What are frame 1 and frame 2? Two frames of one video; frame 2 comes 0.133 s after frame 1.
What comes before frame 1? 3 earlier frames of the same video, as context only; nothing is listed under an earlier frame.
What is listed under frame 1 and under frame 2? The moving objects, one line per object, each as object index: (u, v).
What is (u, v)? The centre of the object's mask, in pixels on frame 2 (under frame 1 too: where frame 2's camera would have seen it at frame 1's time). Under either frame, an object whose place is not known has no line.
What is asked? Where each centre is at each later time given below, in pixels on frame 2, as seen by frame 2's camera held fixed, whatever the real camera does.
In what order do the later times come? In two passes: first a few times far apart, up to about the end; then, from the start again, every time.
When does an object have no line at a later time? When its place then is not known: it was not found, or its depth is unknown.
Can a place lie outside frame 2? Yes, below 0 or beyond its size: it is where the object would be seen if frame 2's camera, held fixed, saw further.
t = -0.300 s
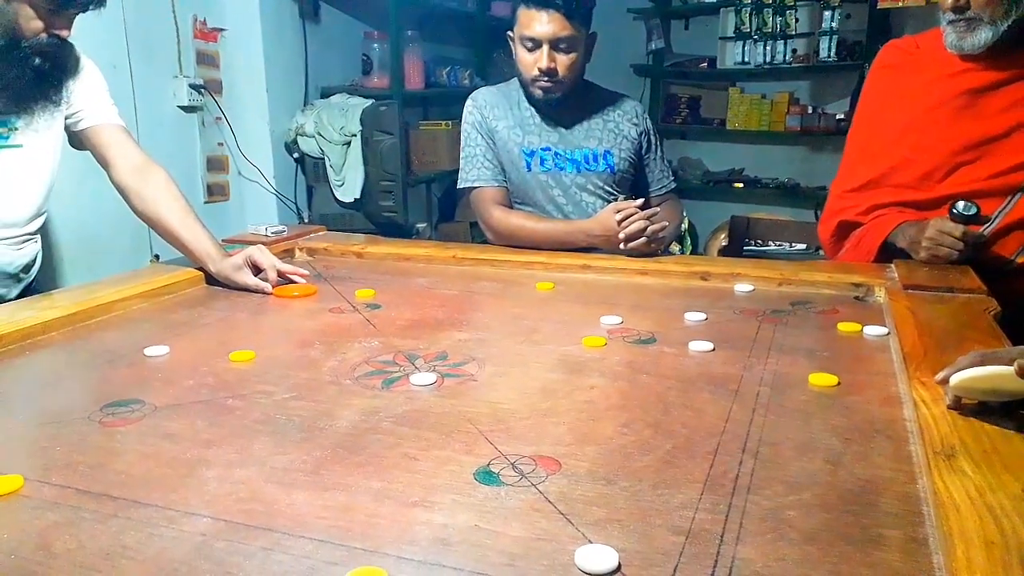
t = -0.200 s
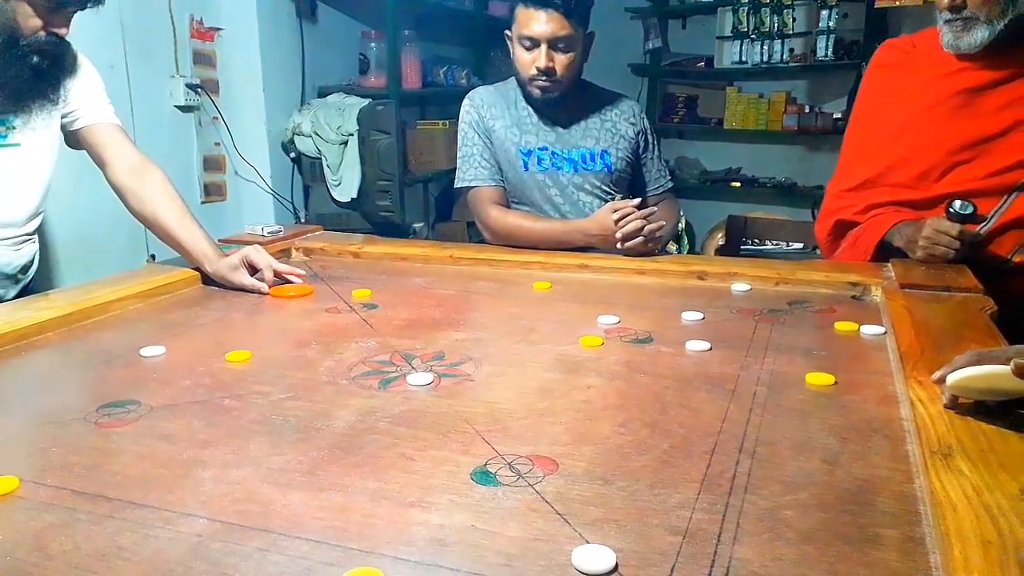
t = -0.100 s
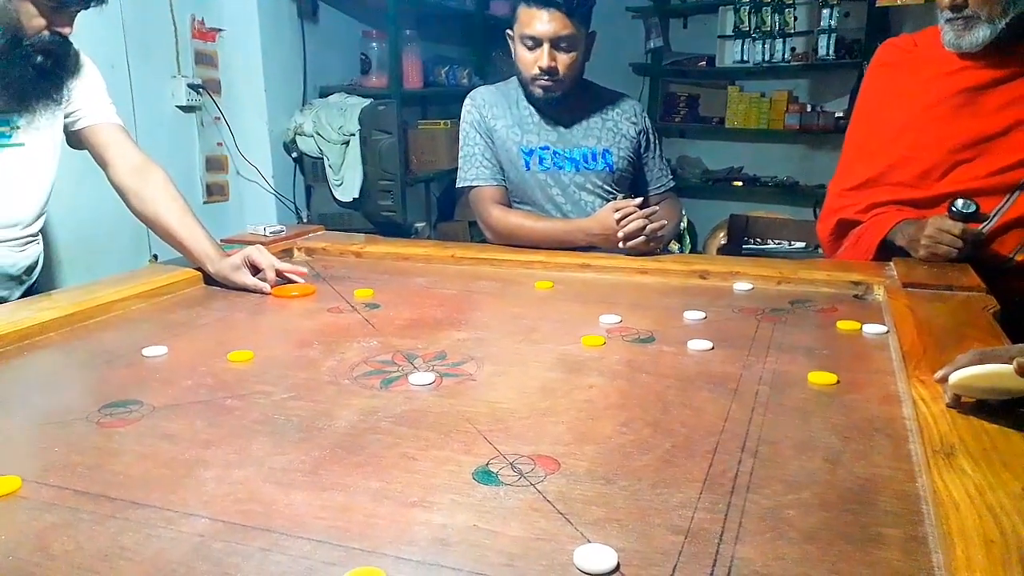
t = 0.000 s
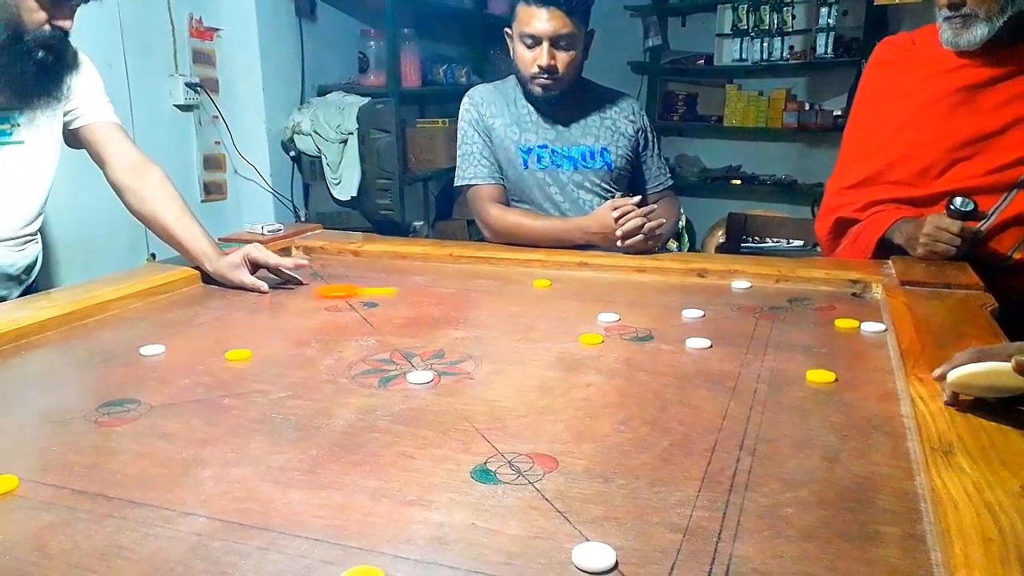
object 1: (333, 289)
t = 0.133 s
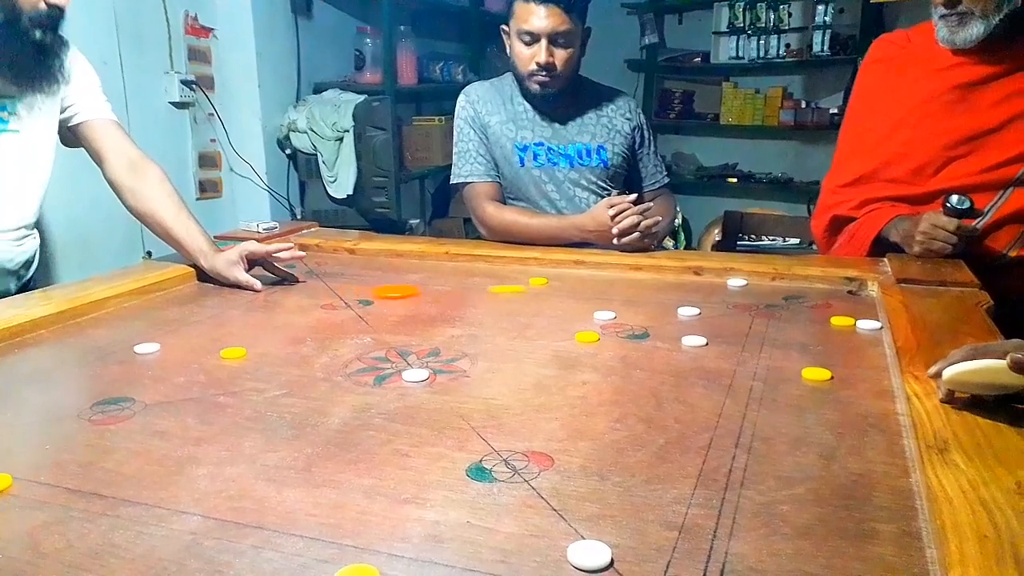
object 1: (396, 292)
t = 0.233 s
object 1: (440, 293)
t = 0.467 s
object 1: (542, 298)
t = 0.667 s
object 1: (628, 303)
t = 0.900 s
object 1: (716, 306)
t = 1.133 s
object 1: (790, 308)
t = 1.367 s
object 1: (852, 309)
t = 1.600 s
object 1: (807, 306)
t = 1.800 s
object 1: (775, 303)
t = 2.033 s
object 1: (746, 300)
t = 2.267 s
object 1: (727, 299)
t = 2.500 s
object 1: (720, 298)
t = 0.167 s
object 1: (411, 292)
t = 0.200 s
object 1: (426, 293)
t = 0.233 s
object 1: (440, 293)
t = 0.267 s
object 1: (455, 294)
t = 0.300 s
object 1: (470, 295)
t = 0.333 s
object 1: (484, 296)
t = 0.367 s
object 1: (499, 296)
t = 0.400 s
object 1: (513, 297)
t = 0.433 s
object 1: (528, 297)
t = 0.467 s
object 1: (542, 298)
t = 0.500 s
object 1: (557, 299)
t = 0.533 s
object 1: (570, 300)
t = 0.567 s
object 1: (585, 300)
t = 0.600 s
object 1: (599, 301)
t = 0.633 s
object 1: (613, 302)
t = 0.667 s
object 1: (628, 303)
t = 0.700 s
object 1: (643, 304)
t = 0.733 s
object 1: (656, 304)
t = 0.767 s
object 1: (668, 304)
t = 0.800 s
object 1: (681, 305)
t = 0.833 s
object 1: (692, 306)
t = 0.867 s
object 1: (704, 305)
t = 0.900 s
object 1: (716, 306)
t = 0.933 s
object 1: (727, 306)
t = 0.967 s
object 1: (737, 307)
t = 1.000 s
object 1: (749, 307)
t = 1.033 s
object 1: (759, 307)
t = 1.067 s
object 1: (769, 307)
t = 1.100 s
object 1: (779, 308)
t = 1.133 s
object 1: (790, 308)
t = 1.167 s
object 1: (800, 308)
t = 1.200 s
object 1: (810, 308)
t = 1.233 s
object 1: (820, 308)
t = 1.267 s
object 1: (829, 309)
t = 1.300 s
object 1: (839, 309)
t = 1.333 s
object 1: (848, 309)
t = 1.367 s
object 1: (852, 309)
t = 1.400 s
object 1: (846, 308)
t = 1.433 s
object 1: (840, 308)
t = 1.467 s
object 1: (831, 308)
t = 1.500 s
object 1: (826, 307)
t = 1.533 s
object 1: (820, 307)
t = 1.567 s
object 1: (813, 306)
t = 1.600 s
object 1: (807, 306)
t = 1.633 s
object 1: (801, 305)
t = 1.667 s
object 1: (796, 305)
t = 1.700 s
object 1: (791, 305)
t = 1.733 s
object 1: (785, 304)
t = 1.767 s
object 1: (780, 304)
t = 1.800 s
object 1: (775, 303)
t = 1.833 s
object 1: (771, 302)
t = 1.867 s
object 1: (766, 302)
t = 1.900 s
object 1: (761, 301)
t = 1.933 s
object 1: (757, 301)
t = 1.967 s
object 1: (754, 301)
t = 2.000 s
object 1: (750, 301)
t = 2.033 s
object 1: (746, 300)
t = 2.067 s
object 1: (743, 300)
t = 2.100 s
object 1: (740, 300)
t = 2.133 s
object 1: (737, 299)
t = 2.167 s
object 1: (734, 299)
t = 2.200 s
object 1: (732, 299)
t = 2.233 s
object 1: (730, 299)
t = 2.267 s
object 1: (727, 299)
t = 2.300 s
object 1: (725, 299)
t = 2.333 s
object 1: (724, 298)
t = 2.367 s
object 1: (722, 298)
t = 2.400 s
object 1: (721, 298)
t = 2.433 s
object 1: (720, 298)
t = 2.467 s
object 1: (720, 298)
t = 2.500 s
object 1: (720, 298)
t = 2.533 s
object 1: (719, 298)
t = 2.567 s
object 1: (720, 298)
